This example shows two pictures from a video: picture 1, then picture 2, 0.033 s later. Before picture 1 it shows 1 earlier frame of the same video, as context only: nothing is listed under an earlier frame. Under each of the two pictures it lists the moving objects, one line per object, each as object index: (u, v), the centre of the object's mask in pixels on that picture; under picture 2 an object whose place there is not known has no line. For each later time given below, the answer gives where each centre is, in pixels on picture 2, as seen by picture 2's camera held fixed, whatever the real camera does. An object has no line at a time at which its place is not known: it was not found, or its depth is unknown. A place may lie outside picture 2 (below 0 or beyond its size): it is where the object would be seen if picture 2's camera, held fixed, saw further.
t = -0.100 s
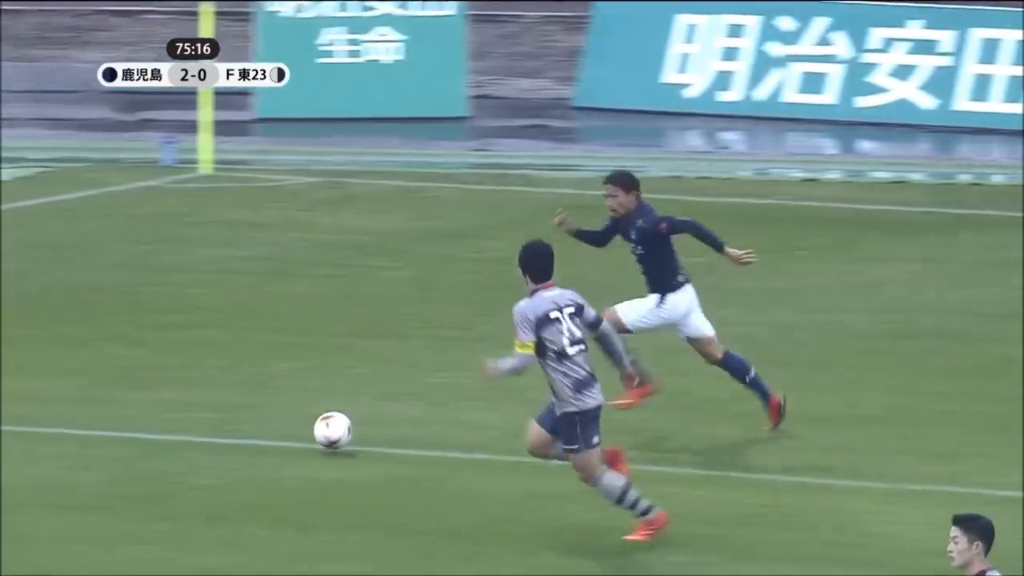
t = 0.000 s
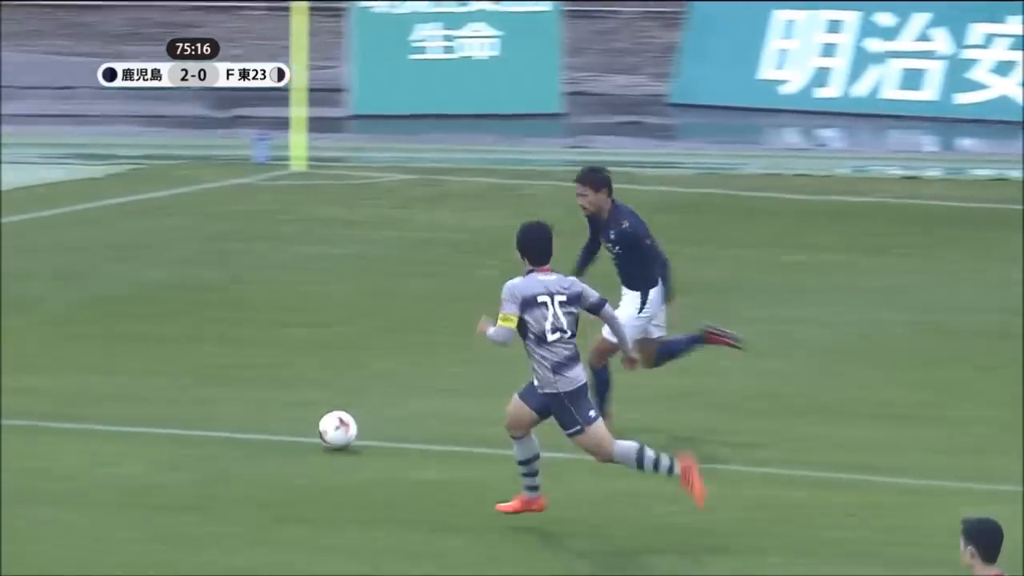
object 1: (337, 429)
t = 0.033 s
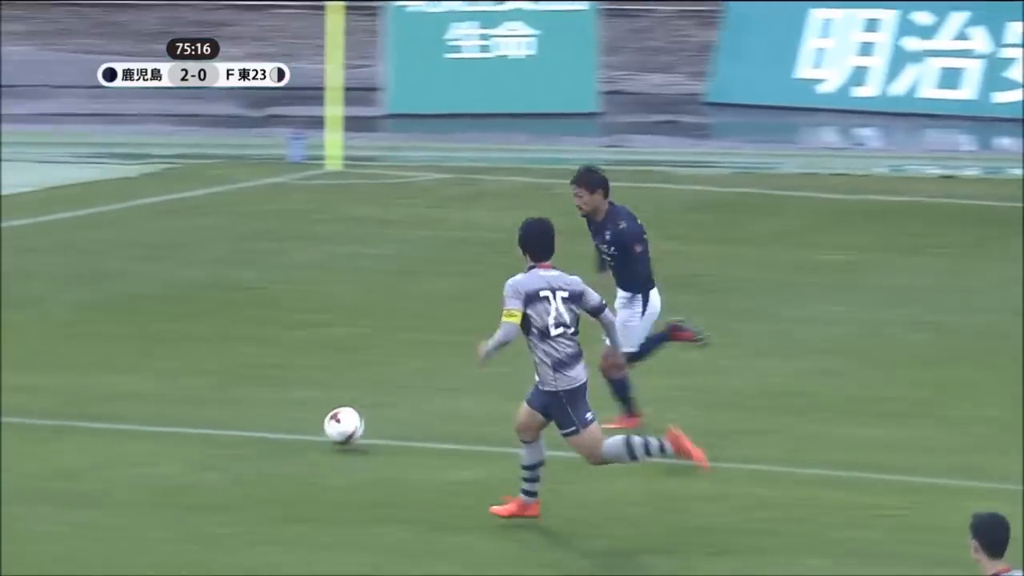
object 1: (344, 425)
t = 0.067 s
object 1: (316, 423)
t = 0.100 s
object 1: (286, 422)
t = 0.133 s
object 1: (259, 423)
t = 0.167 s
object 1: (232, 426)
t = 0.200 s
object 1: (204, 424)
